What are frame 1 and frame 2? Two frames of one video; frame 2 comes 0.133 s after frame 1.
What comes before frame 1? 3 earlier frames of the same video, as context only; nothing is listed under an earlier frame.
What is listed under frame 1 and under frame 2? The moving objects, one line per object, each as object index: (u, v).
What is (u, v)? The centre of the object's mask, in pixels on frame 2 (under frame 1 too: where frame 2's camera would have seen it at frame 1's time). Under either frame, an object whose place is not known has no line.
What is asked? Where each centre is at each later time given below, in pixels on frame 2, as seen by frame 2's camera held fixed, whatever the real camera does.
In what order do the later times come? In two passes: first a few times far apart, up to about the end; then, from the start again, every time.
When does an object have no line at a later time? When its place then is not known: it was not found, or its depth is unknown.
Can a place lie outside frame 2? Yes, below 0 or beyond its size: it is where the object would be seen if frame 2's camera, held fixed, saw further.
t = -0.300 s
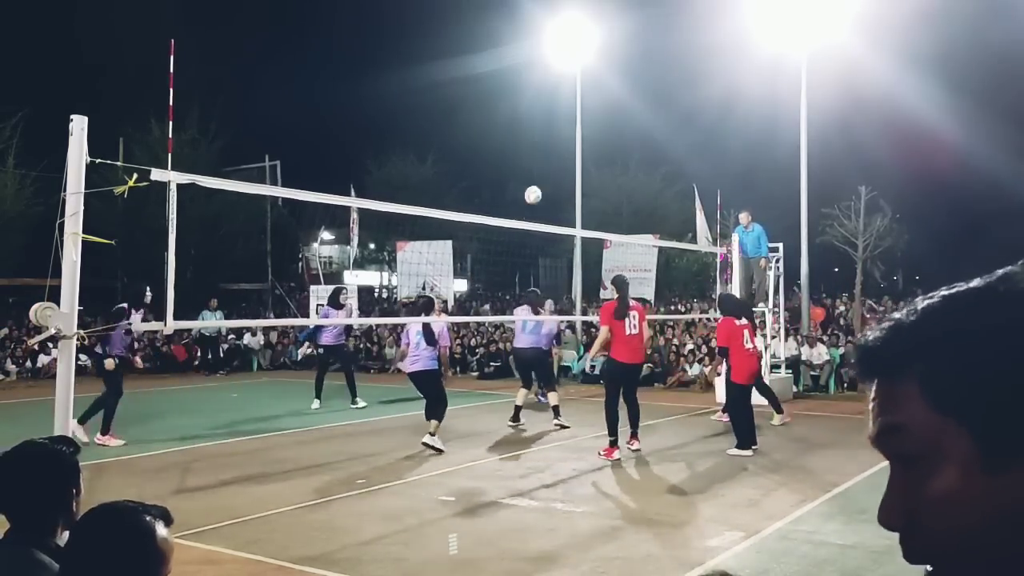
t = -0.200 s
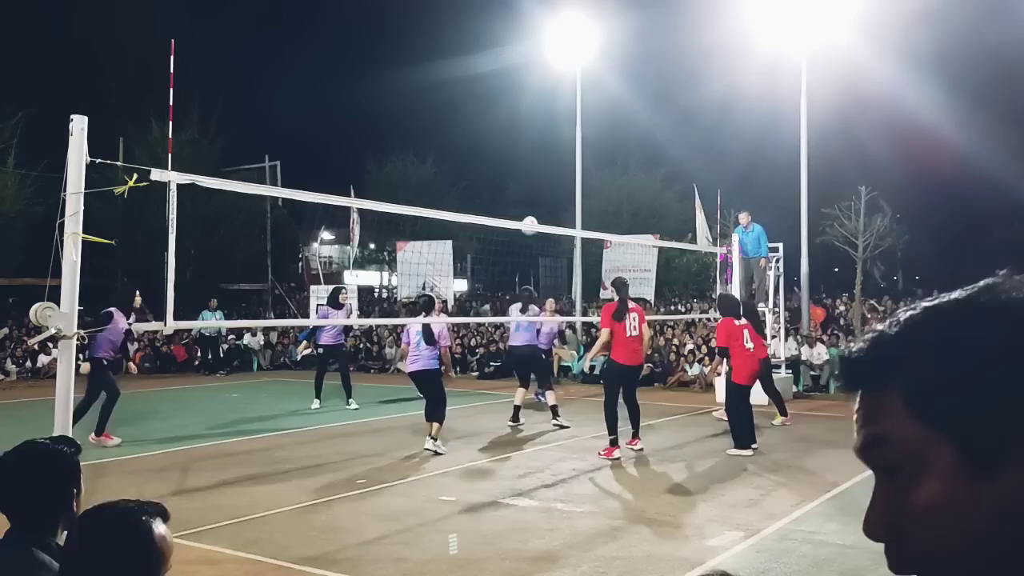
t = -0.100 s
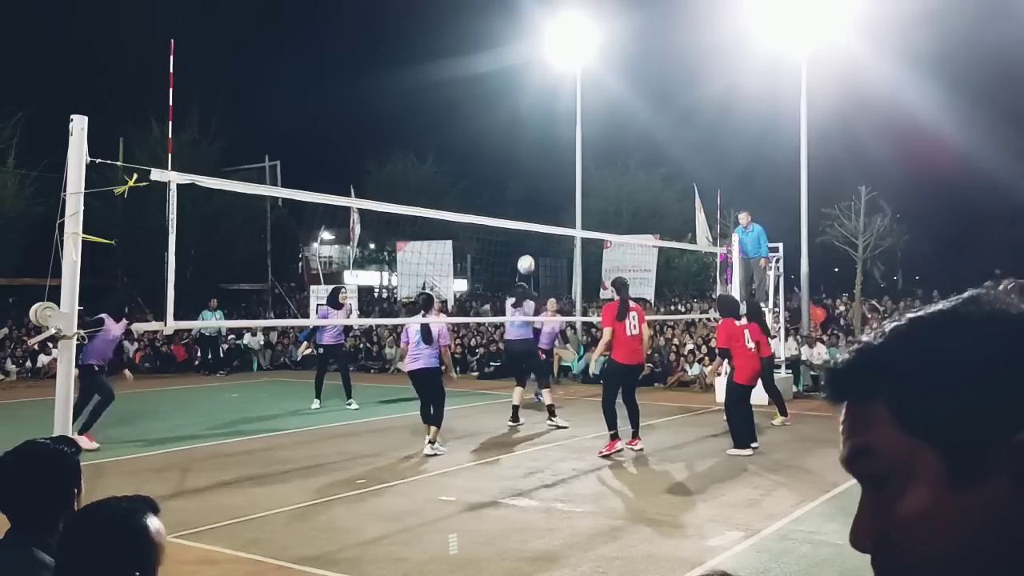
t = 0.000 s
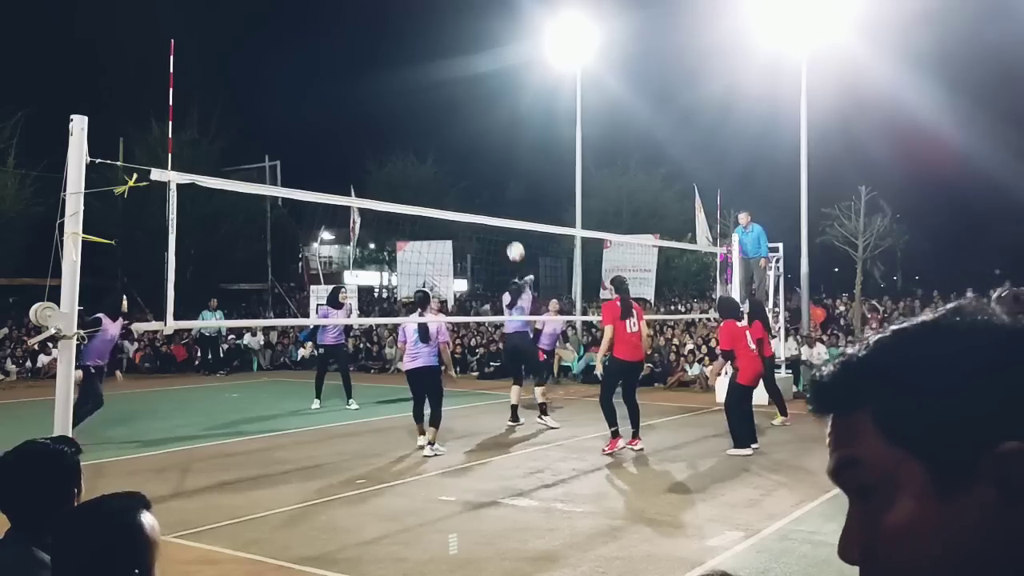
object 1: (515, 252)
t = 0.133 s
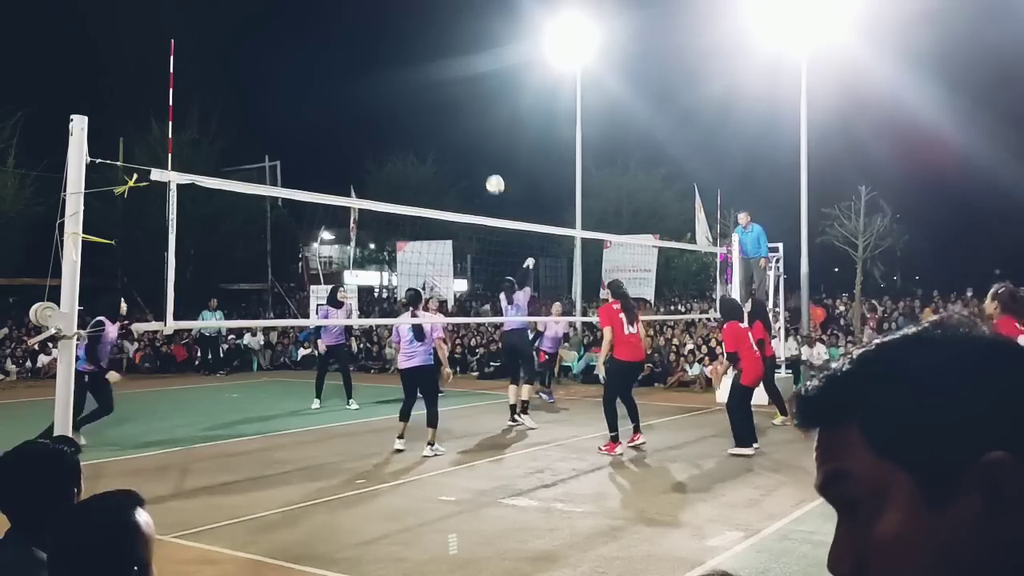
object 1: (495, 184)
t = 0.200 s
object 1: (484, 156)
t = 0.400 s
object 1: (451, 88)
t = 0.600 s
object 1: (415, 52)
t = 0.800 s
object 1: (378, 49)
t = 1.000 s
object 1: (340, 83)
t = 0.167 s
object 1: (490, 170)
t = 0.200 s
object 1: (484, 156)
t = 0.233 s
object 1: (479, 142)
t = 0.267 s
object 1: (473, 130)
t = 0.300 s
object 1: (468, 118)
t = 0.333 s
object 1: (462, 107)
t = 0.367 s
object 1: (457, 98)
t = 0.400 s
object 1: (451, 88)
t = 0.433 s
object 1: (445, 80)
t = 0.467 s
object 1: (439, 73)
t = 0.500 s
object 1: (433, 66)
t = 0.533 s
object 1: (428, 61)
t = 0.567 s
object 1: (422, 56)
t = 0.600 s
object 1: (415, 52)
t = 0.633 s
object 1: (409, 49)
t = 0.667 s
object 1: (403, 47)
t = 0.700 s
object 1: (397, 46)
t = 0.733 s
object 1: (391, 46)
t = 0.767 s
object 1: (385, 47)
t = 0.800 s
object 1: (378, 49)
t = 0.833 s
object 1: (372, 52)
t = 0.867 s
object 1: (366, 56)
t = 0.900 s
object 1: (359, 61)
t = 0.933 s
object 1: (352, 67)
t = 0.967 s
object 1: (346, 75)
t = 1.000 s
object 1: (340, 83)
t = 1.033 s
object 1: (333, 93)
